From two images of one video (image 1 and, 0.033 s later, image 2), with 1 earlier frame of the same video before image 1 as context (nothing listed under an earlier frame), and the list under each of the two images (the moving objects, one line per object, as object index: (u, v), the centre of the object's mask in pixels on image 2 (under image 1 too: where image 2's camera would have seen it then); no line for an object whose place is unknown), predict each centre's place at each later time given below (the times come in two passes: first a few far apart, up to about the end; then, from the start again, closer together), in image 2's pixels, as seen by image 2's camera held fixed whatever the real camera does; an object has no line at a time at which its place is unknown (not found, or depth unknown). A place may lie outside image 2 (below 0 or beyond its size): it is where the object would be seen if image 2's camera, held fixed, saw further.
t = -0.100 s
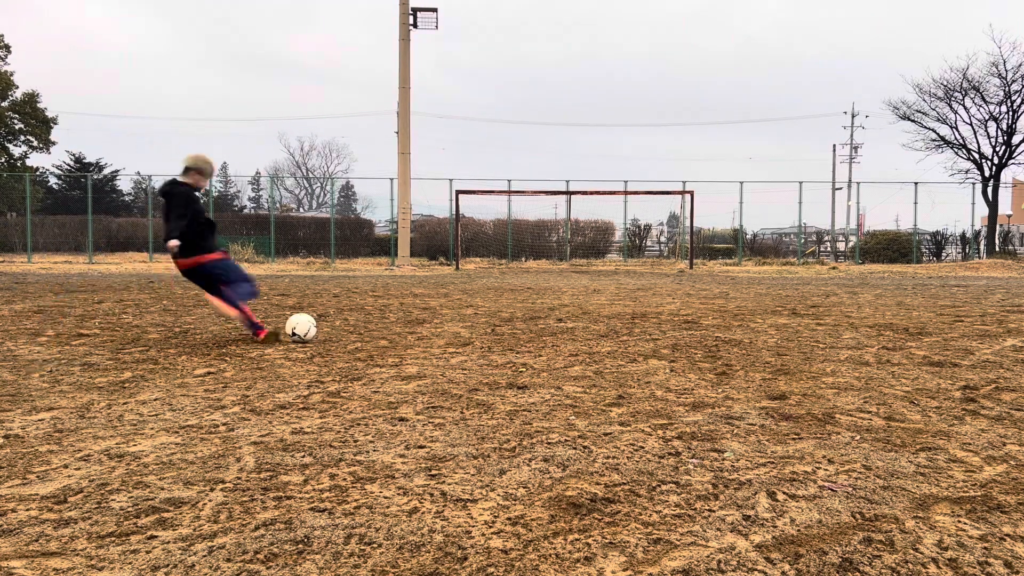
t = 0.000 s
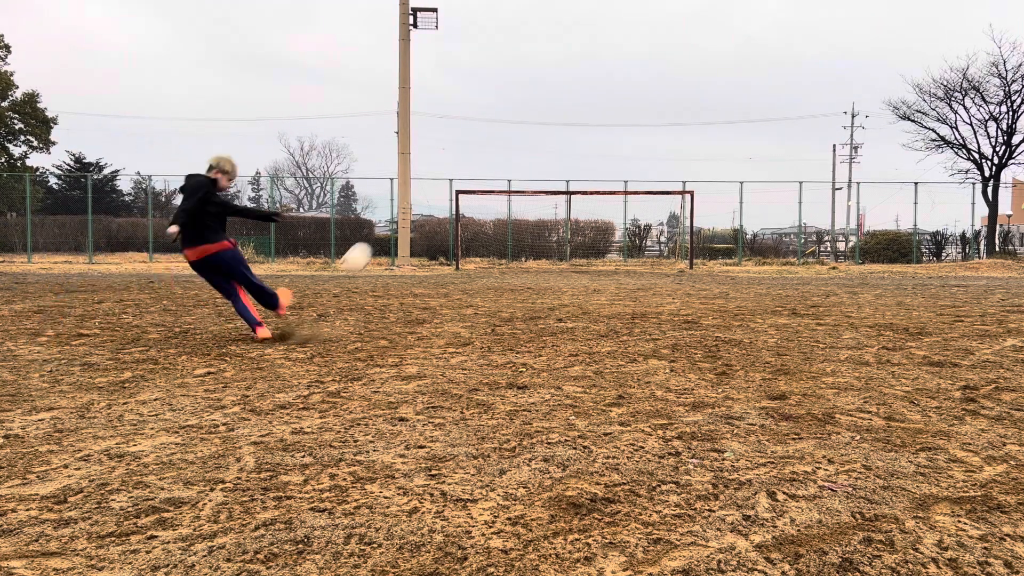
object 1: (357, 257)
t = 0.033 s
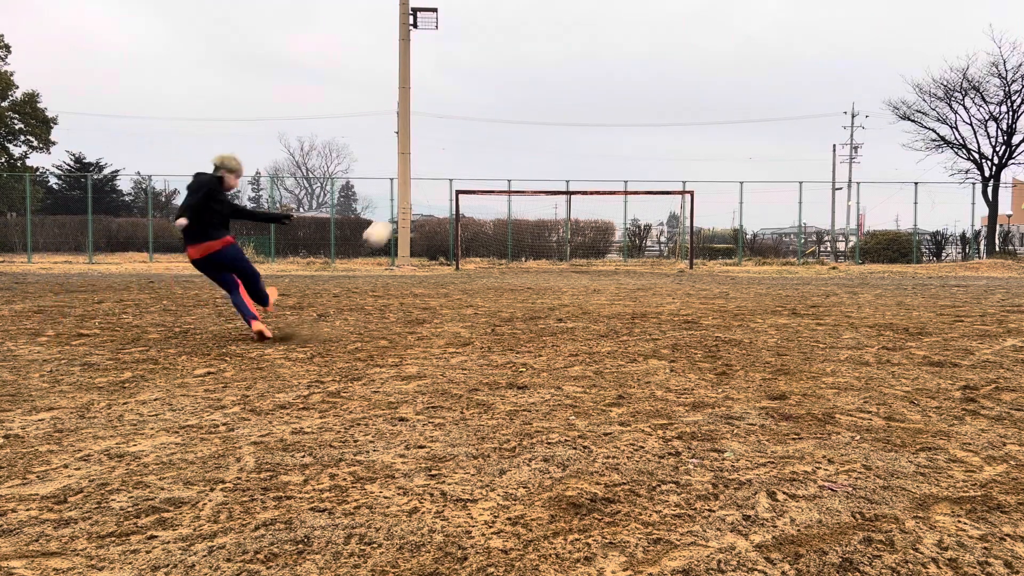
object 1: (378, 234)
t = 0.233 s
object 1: (461, 148)
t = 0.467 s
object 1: (514, 114)
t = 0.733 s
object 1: (553, 106)
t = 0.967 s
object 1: (577, 115)
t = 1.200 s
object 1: (596, 133)
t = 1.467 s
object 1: (612, 161)
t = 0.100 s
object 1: (411, 198)
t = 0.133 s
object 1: (427, 182)
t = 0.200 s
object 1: (451, 160)
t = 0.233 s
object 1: (461, 148)
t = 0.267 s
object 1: (471, 142)
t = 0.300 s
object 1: (479, 135)
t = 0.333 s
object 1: (487, 127)
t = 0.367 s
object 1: (495, 124)
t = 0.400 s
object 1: (501, 119)
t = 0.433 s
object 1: (508, 116)
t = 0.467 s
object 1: (514, 114)
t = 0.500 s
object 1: (520, 110)
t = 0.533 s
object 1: (526, 109)
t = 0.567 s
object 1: (531, 108)
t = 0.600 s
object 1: (536, 106)
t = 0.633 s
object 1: (540, 105)
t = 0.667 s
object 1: (545, 106)
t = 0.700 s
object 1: (549, 105)
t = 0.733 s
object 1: (553, 106)
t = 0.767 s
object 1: (557, 106)
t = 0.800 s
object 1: (561, 107)
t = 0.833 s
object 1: (564, 108)
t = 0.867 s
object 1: (568, 110)
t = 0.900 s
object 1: (571, 111)
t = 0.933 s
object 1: (574, 113)
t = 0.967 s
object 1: (577, 115)
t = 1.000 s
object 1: (580, 117)
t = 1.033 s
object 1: (583, 120)
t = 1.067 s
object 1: (586, 122)
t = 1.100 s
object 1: (589, 125)
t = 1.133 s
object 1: (591, 127)
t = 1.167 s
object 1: (594, 130)
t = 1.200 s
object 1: (596, 133)
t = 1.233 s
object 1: (598, 136)
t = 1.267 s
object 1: (600, 140)
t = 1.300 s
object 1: (603, 143)
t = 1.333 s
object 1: (605, 147)
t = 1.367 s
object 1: (607, 150)
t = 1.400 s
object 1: (609, 154)
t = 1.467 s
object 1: (612, 161)
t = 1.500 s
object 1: (614, 165)
